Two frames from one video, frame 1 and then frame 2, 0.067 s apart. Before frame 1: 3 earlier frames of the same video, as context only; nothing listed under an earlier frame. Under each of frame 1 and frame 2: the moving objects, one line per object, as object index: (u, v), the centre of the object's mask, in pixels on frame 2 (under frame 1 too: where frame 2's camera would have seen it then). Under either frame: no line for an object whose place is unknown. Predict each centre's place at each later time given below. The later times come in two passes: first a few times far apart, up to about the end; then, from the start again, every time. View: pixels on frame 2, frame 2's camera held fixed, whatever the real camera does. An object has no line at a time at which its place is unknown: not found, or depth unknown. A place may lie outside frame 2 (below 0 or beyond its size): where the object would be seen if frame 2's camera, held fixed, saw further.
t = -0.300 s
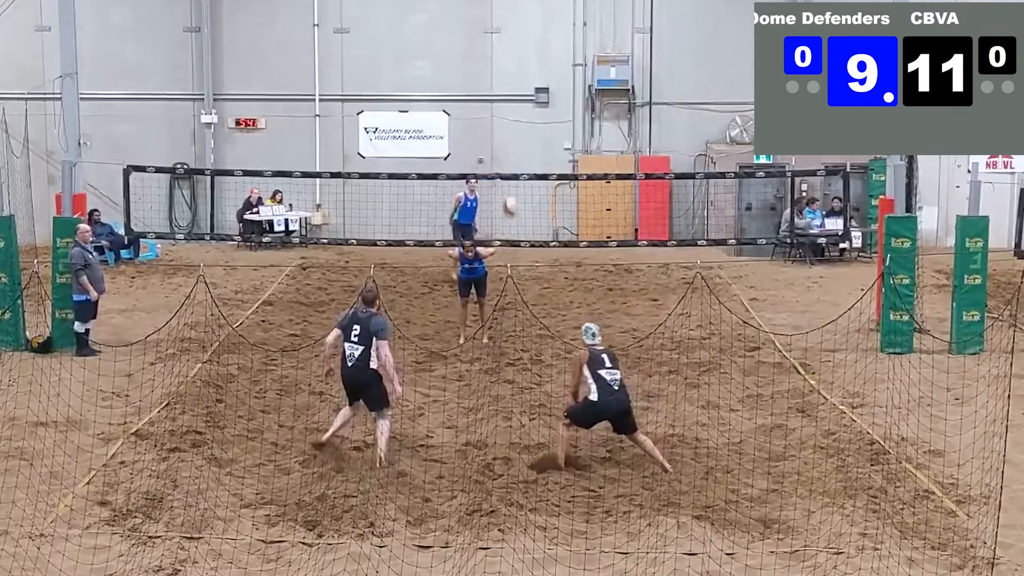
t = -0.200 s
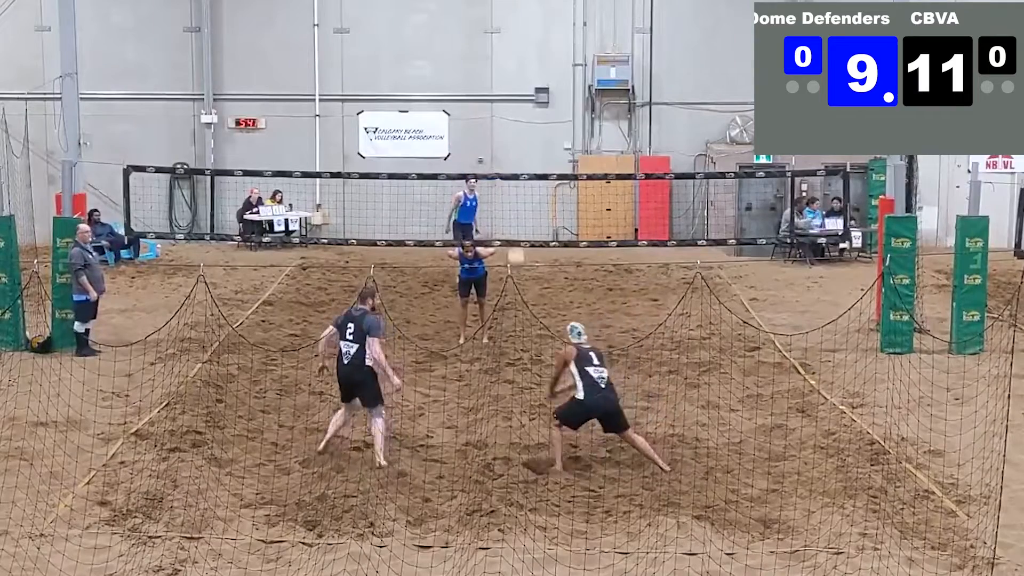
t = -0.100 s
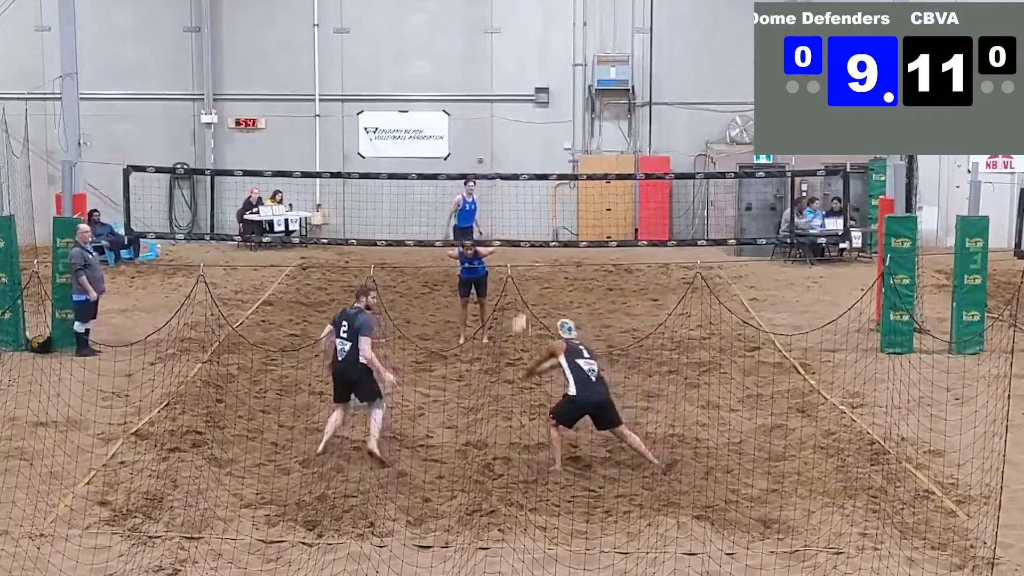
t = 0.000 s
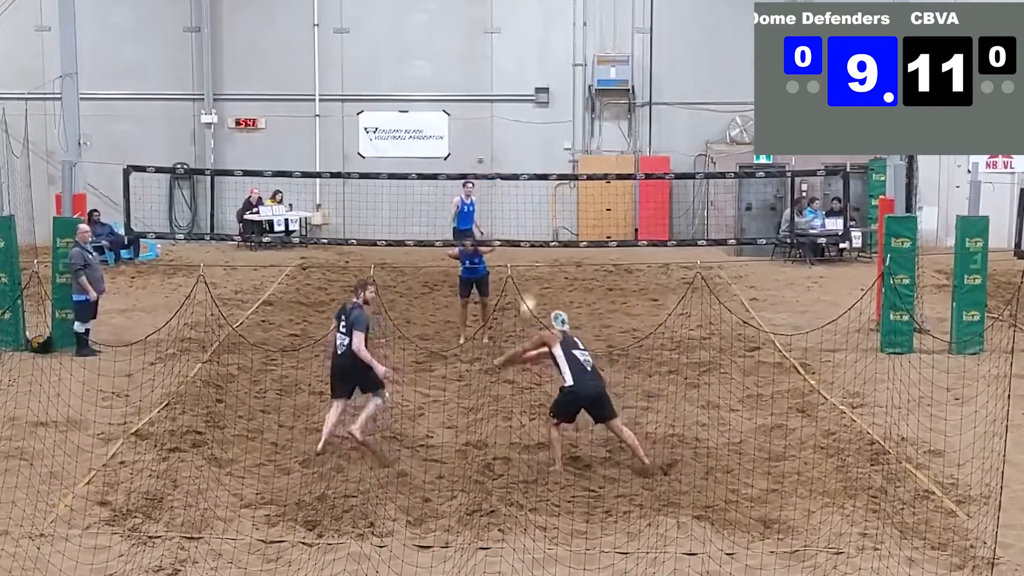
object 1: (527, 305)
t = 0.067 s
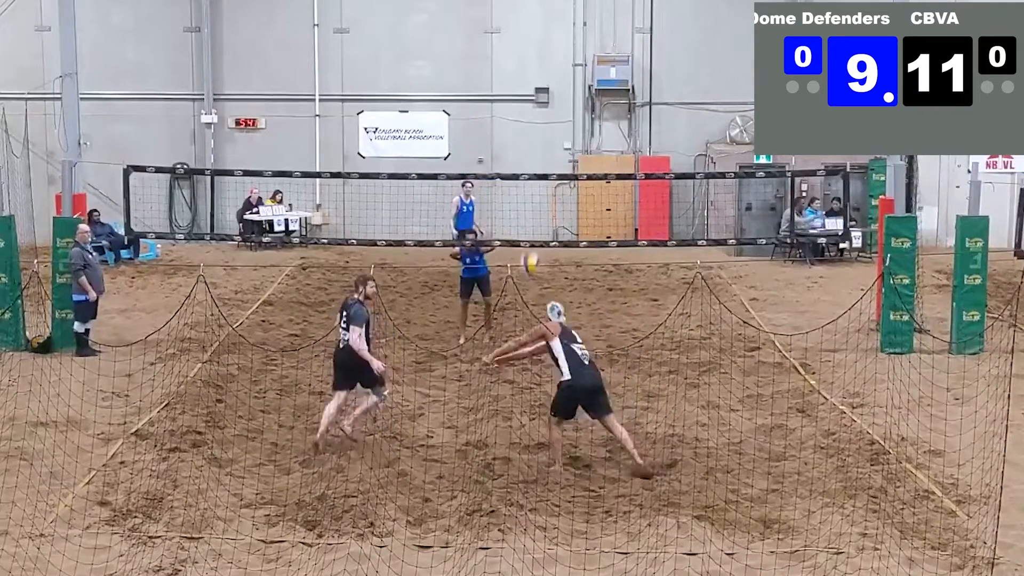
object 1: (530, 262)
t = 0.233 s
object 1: (539, 171)
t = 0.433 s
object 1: (552, 100)
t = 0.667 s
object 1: (566, 63)
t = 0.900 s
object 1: (580, 77)
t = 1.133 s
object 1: (594, 132)
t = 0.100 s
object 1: (531, 243)
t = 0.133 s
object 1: (533, 219)
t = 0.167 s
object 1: (536, 204)
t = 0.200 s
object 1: (537, 187)
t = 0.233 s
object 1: (539, 171)
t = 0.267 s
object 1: (541, 157)
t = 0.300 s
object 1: (542, 143)
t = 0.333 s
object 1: (545, 129)
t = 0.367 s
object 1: (547, 119)
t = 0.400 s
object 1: (550, 108)
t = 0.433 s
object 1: (552, 100)
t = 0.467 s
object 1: (553, 92)
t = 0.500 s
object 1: (556, 83)
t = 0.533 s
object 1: (558, 78)
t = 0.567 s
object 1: (560, 73)
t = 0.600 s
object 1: (562, 69)
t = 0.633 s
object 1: (564, 66)
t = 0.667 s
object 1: (566, 63)
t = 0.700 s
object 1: (568, 63)
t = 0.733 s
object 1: (570, 63)
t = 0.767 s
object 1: (572, 64)
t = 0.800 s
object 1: (574, 66)
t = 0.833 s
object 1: (576, 68)
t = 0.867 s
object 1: (579, 71)
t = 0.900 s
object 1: (580, 77)
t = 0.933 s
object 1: (582, 82)
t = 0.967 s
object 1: (584, 88)
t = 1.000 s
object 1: (587, 94)
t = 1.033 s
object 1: (589, 104)
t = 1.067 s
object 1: (590, 114)
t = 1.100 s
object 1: (592, 122)
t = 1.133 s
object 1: (594, 132)
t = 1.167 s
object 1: (595, 145)
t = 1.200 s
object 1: (597, 153)
